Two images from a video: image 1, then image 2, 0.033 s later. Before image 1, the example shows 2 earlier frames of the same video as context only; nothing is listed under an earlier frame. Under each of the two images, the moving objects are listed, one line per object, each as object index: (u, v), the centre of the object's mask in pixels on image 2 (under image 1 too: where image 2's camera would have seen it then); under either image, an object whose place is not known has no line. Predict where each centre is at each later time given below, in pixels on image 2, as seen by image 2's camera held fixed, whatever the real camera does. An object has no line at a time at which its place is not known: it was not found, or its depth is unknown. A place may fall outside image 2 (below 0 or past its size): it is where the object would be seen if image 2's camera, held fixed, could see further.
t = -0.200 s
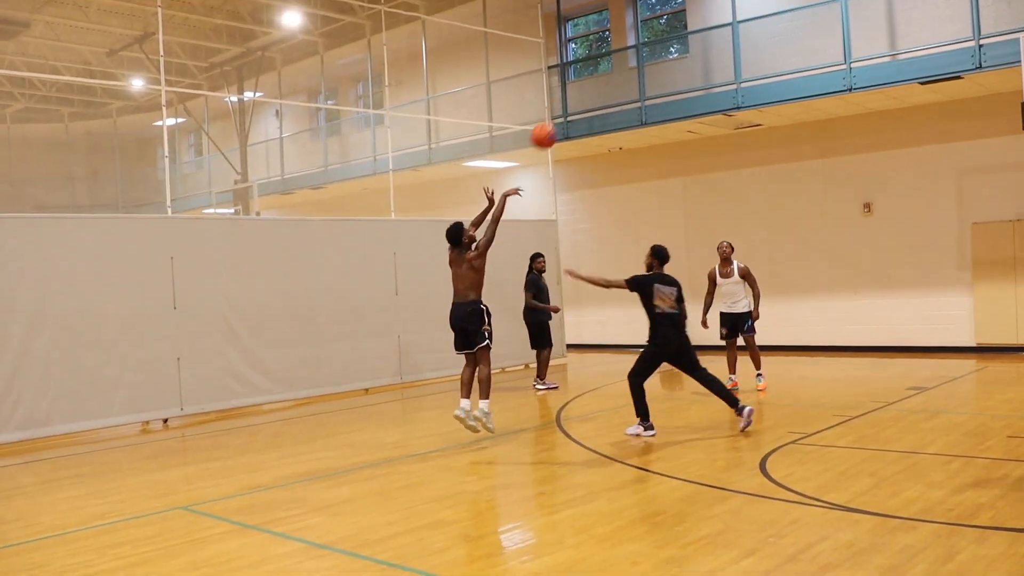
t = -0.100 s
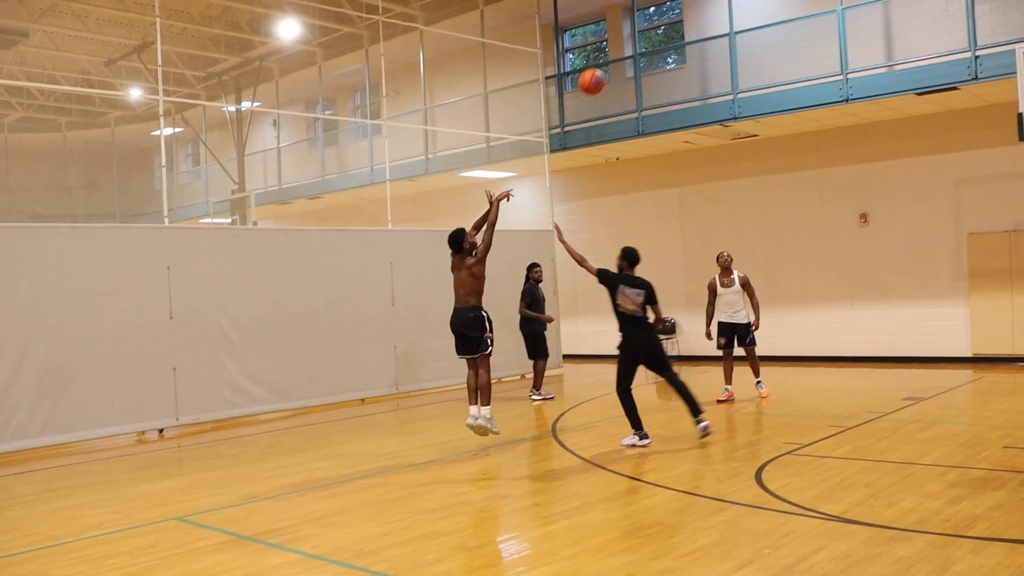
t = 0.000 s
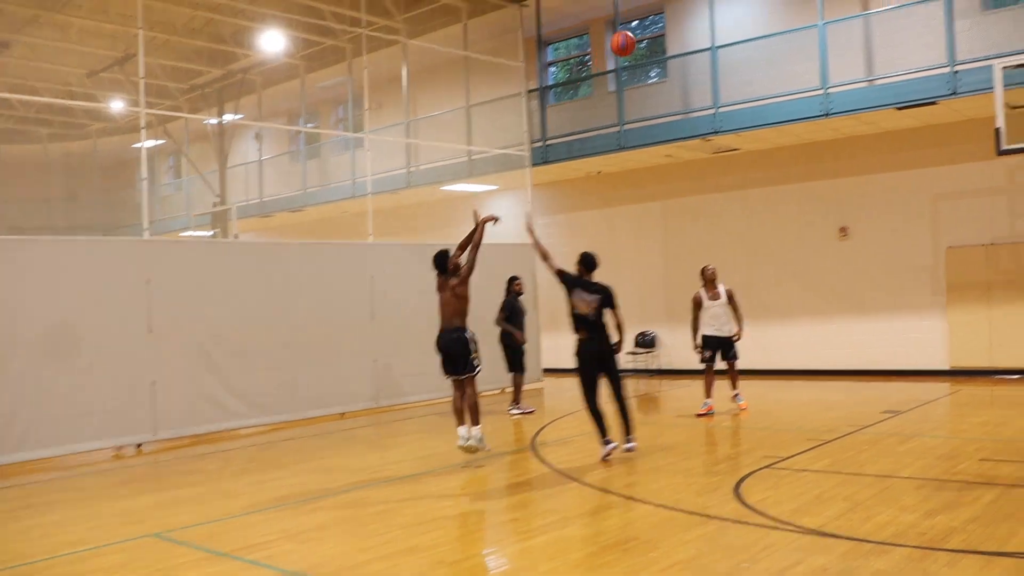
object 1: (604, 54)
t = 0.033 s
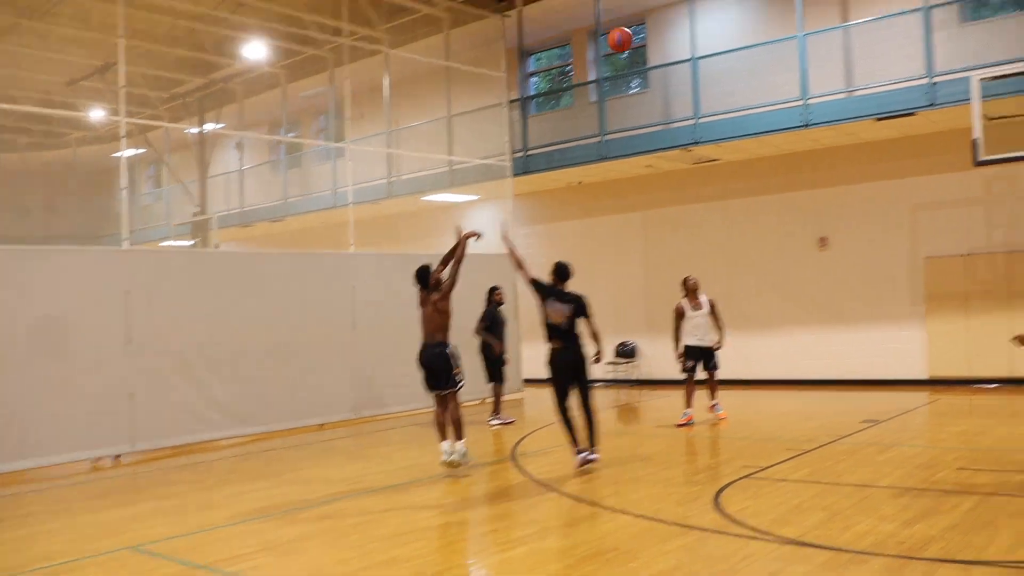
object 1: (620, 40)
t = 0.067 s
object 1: (636, 26)
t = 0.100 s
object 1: (651, 13)
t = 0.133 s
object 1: (665, 3)
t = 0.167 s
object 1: (680, -6)
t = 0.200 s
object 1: (695, -14)
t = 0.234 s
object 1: (711, -23)
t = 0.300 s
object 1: (738, -32)
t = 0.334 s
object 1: (753, -36)
